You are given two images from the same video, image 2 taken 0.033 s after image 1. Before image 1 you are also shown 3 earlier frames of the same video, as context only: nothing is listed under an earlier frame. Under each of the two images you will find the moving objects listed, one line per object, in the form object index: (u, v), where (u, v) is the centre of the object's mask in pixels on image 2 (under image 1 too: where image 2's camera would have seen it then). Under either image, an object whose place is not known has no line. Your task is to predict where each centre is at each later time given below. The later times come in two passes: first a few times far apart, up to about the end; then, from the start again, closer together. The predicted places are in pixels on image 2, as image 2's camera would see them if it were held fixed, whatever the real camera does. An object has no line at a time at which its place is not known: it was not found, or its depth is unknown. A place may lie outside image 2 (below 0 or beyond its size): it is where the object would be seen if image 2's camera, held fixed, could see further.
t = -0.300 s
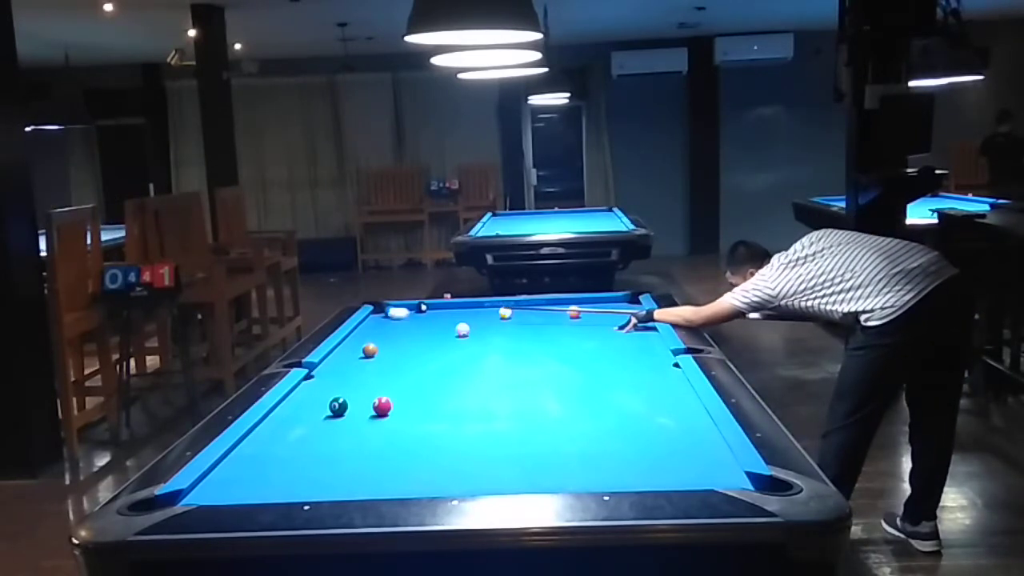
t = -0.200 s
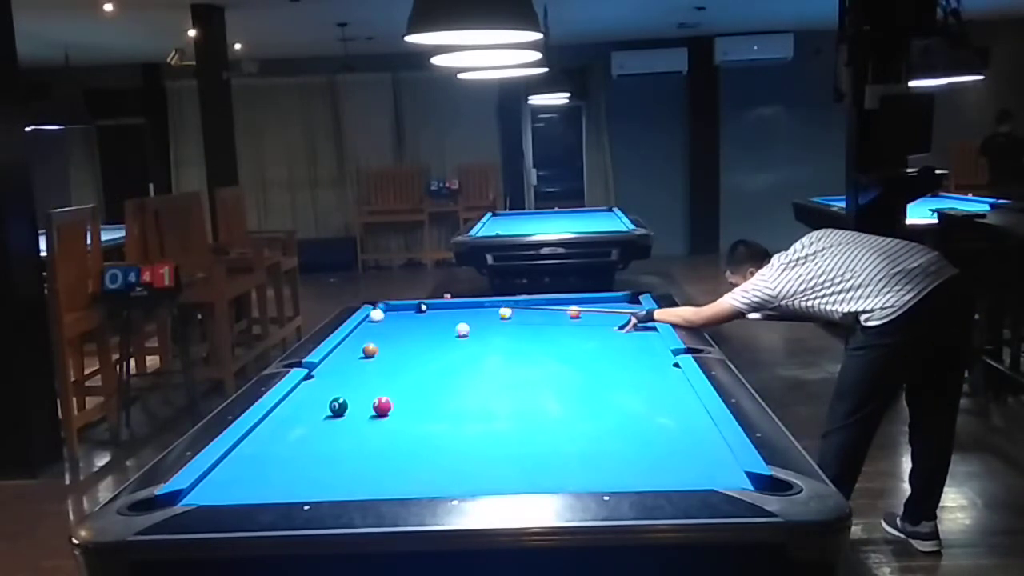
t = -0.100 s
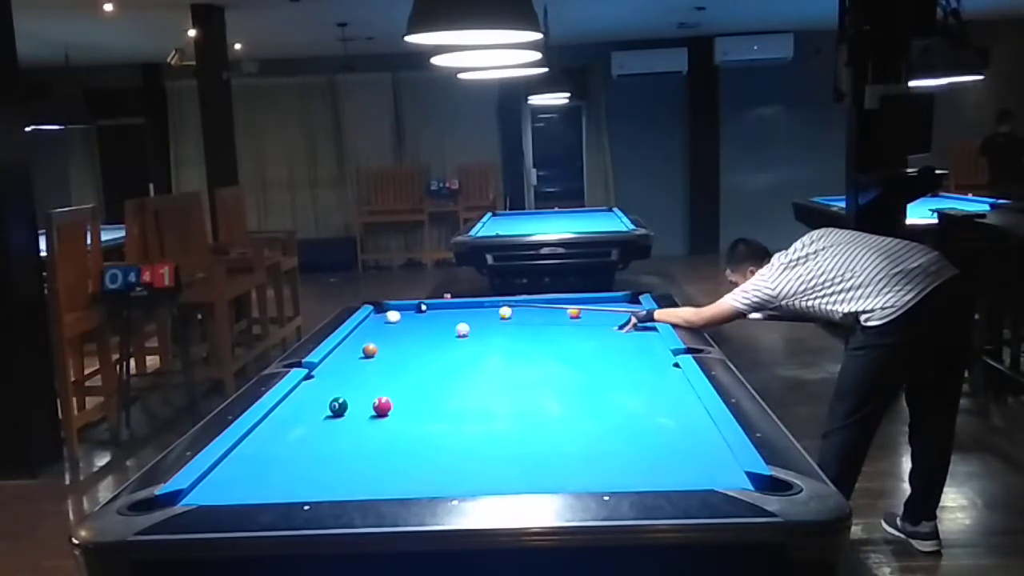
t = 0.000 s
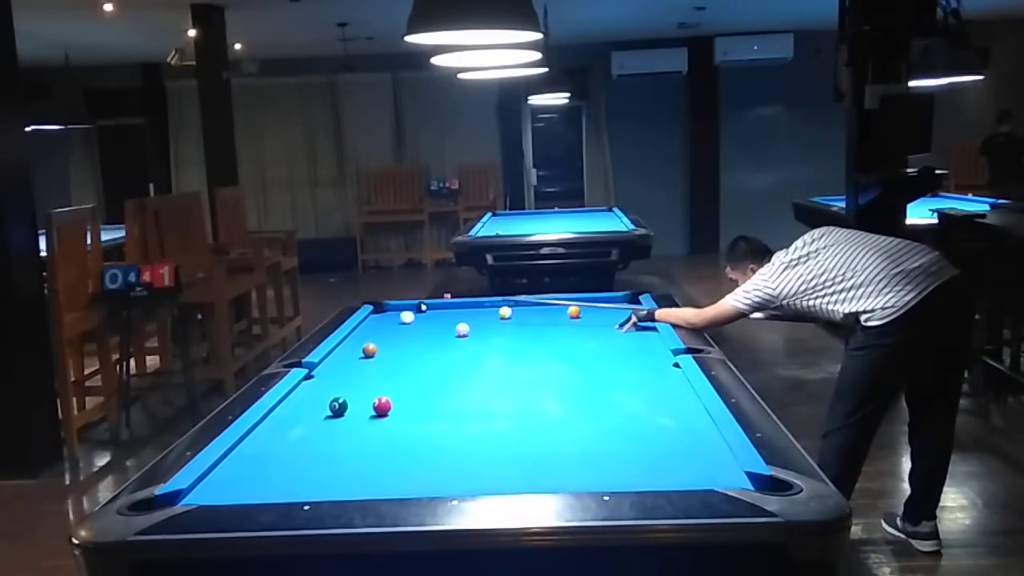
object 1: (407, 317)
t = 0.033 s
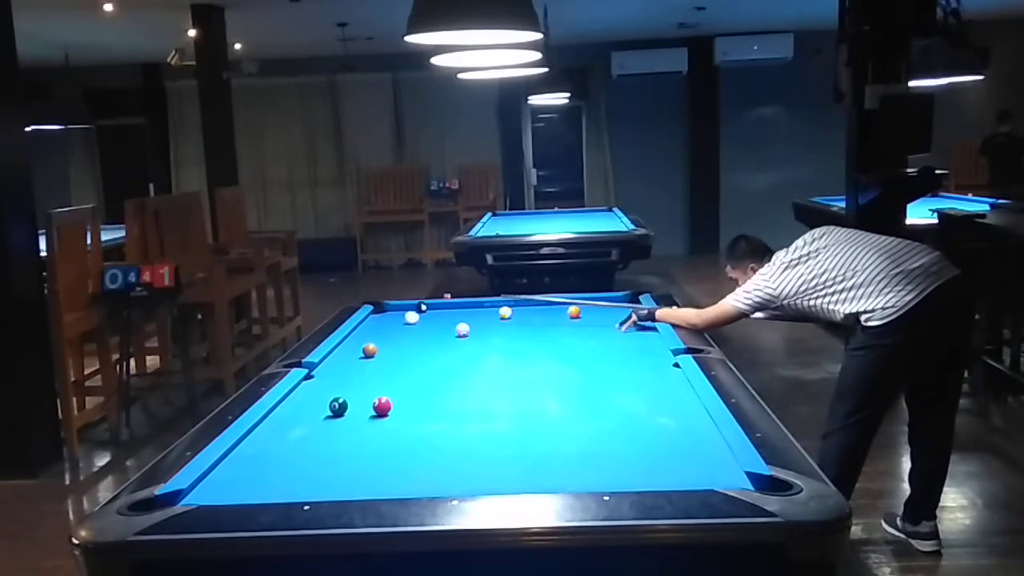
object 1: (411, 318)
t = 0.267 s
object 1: (444, 320)
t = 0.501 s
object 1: (478, 322)
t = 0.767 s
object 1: (516, 325)
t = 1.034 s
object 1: (555, 327)
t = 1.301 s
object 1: (595, 330)
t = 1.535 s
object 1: (629, 331)
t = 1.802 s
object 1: (644, 334)
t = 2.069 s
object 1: (628, 336)
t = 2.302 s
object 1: (614, 338)
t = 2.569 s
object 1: (600, 340)
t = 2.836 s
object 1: (587, 341)
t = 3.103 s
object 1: (576, 343)
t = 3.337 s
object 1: (567, 344)
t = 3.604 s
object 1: (558, 345)
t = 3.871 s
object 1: (550, 346)
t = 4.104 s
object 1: (545, 347)
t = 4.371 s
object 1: (539, 348)
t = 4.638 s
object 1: (536, 348)
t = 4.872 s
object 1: (533, 349)
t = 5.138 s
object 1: (532, 349)
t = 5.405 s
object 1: (532, 349)
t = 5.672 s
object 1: (531, 349)
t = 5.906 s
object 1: (531, 349)
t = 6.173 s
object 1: (532, 349)
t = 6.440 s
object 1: (532, 349)
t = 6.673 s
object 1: (532, 349)
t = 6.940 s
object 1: (532, 349)
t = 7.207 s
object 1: (532, 349)
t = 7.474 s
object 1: (532, 349)
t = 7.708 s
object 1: (532, 349)
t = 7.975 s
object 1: (532, 349)
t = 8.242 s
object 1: (532, 349)
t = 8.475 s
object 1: (532, 349)
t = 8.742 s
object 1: (532, 349)
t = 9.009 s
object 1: (532, 349)
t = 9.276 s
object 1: (532, 349)
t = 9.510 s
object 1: (532, 349)
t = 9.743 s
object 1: (532, 349)
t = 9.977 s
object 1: (532, 349)
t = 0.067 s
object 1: (416, 318)
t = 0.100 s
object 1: (421, 318)
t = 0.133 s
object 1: (425, 319)
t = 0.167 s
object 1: (430, 319)
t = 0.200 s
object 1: (435, 319)
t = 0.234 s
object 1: (439, 320)
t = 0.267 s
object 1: (444, 320)
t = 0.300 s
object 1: (449, 320)
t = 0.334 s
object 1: (453, 320)
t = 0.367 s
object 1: (458, 320)
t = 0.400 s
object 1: (464, 320)
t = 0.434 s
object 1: (469, 320)
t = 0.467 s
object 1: (474, 321)
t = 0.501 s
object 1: (478, 322)
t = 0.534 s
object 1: (483, 322)
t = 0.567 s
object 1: (488, 322)
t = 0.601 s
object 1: (492, 323)
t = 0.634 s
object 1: (497, 323)
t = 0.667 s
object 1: (502, 324)
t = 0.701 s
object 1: (507, 324)
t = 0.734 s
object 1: (512, 324)
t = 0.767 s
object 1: (516, 325)
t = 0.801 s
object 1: (521, 325)
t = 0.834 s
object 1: (526, 325)
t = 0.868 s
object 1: (531, 325)
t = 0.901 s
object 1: (536, 326)
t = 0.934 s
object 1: (541, 326)
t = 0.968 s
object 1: (546, 326)
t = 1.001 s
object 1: (551, 327)
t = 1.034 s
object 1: (555, 327)
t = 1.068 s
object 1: (560, 327)
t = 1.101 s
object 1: (565, 328)
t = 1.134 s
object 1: (570, 328)
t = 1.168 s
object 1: (575, 328)
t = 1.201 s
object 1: (580, 328)
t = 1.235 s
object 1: (585, 329)
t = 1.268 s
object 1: (590, 329)
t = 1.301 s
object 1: (595, 330)
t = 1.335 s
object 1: (600, 330)
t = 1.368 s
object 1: (605, 330)
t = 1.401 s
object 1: (609, 330)
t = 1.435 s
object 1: (614, 331)
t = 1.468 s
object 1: (619, 331)
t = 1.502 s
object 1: (624, 331)
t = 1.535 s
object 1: (629, 331)
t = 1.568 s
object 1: (634, 332)
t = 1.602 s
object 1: (639, 332)
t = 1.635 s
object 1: (644, 332)
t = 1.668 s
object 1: (649, 333)
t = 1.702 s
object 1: (651, 333)
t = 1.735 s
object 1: (649, 334)
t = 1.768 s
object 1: (647, 334)
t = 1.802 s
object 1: (644, 334)
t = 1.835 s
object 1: (642, 334)
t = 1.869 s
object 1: (640, 335)
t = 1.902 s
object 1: (638, 335)
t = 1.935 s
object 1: (636, 335)
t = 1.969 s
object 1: (634, 336)
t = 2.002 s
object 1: (632, 336)
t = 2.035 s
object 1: (630, 336)
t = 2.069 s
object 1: (628, 336)
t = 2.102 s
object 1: (626, 336)
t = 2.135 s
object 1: (624, 336)
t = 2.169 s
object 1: (622, 337)
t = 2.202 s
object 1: (620, 337)
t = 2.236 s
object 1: (618, 337)
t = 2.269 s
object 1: (616, 338)
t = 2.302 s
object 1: (614, 338)
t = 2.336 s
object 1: (612, 338)
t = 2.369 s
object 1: (611, 339)
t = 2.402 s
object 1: (609, 339)
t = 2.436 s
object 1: (607, 339)
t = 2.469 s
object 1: (605, 339)
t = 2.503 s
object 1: (603, 339)
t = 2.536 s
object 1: (602, 340)
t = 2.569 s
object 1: (600, 340)
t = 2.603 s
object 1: (598, 340)
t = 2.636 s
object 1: (597, 340)
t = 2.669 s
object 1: (595, 340)
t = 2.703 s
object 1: (593, 341)
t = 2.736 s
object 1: (592, 341)
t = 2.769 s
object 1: (590, 341)
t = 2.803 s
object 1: (589, 341)
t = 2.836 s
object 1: (587, 341)
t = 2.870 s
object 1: (586, 342)
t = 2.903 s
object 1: (584, 342)
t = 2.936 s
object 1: (582, 342)
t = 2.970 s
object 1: (581, 342)
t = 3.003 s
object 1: (580, 342)
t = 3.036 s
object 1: (578, 342)
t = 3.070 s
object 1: (577, 343)
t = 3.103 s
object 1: (576, 343)
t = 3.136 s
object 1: (574, 343)
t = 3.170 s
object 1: (573, 343)
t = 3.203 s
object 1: (572, 344)
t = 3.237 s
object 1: (570, 344)
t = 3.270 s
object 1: (569, 344)
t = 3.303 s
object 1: (568, 344)
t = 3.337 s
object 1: (567, 344)
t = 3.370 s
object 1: (565, 344)
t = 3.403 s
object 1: (564, 345)
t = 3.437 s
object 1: (563, 345)
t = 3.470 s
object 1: (562, 345)
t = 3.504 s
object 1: (561, 345)
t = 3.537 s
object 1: (560, 345)
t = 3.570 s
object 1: (559, 345)
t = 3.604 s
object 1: (558, 345)
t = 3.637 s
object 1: (557, 345)
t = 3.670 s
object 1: (556, 346)
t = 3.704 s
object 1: (555, 346)
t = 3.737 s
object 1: (554, 346)
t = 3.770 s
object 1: (553, 346)
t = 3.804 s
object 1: (552, 346)
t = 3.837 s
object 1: (551, 346)
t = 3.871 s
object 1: (550, 346)
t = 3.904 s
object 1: (549, 346)
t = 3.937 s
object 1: (549, 347)
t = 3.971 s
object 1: (548, 347)
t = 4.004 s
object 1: (547, 347)
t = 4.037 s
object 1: (546, 347)
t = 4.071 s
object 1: (545, 347)
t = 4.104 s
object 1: (545, 347)
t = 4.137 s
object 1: (544, 347)
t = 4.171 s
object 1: (543, 347)
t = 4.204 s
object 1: (543, 348)
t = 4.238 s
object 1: (542, 348)
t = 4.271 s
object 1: (541, 348)
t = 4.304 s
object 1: (541, 348)
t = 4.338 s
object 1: (540, 348)
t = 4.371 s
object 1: (539, 348)
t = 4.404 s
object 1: (539, 348)
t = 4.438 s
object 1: (538, 348)
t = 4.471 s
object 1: (538, 348)
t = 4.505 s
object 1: (537, 348)
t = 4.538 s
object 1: (537, 348)
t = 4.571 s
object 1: (536, 348)
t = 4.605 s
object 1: (536, 348)
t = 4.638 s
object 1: (536, 348)
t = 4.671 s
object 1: (535, 348)
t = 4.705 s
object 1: (535, 348)
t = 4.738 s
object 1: (534, 348)
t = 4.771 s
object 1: (534, 349)
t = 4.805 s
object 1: (534, 349)
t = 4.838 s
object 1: (533, 349)
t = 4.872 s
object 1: (533, 349)
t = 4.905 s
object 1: (533, 349)
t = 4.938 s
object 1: (533, 349)
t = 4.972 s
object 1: (533, 349)
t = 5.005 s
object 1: (532, 349)
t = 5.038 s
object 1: (532, 349)
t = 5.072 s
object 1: (532, 349)
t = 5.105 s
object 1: (532, 349)
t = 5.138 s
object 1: (532, 349)
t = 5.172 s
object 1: (532, 349)
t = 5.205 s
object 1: (532, 349)
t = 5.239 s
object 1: (532, 349)
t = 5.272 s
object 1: (532, 349)
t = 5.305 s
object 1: (531, 349)
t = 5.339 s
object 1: (531, 349)
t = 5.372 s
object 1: (532, 349)
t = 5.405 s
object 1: (532, 349)
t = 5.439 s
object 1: (532, 349)
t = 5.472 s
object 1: (532, 349)
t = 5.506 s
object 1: (531, 349)
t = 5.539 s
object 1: (531, 349)
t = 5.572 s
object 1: (531, 349)
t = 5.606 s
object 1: (531, 349)
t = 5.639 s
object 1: (531, 349)
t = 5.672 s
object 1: (531, 349)
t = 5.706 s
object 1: (531, 349)
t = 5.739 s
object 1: (531, 349)
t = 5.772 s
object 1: (531, 349)
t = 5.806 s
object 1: (531, 349)
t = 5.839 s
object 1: (531, 349)
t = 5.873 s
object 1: (531, 349)
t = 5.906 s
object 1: (531, 349)
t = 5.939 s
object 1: (531, 349)
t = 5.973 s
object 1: (531, 349)
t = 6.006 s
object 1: (532, 349)
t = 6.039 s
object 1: (532, 349)
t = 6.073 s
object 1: (532, 349)
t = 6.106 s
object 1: (532, 349)
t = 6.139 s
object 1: (532, 349)
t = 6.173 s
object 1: (532, 349)
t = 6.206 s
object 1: (532, 349)
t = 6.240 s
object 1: (532, 349)
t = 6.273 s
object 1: (532, 349)
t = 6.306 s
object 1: (532, 349)
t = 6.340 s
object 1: (532, 349)
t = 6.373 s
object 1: (532, 349)
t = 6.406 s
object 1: (532, 349)
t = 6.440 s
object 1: (532, 349)
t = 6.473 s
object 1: (532, 349)
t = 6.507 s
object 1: (532, 349)
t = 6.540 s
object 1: (532, 349)
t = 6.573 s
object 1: (532, 349)
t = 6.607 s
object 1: (532, 349)
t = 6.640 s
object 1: (532, 349)
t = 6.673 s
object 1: (532, 349)
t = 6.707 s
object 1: (532, 349)
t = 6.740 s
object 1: (532, 349)
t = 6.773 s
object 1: (532, 349)
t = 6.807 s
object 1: (532, 349)
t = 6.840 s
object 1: (532, 349)
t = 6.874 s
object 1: (532, 349)
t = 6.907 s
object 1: (532, 349)
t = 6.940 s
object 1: (532, 349)
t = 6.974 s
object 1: (532, 349)
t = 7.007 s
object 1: (532, 349)
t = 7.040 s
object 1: (532, 349)
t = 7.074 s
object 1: (532, 349)
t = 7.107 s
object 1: (532, 349)
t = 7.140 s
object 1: (532, 349)
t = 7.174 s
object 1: (532, 349)
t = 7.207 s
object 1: (532, 349)
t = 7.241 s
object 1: (532, 349)
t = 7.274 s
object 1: (532, 349)
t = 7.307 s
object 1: (532, 349)
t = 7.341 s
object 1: (532, 349)
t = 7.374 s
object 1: (532, 349)
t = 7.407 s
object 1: (532, 349)
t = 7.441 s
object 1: (532, 349)
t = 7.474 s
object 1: (532, 349)
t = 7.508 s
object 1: (532, 349)
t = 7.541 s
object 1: (532, 349)
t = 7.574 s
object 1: (532, 349)
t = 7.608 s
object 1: (532, 349)
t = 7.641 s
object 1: (532, 349)
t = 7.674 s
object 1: (532, 349)
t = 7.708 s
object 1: (532, 349)
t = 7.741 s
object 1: (532, 349)
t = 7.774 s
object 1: (532, 349)
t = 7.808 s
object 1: (532, 349)
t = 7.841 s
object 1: (532, 349)
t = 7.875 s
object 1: (532, 349)
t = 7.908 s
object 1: (532, 349)
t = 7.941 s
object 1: (532, 349)
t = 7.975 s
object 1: (532, 349)
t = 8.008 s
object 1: (532, 349)
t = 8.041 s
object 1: (532, 349)
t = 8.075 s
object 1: (532, 349)
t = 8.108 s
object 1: (532, 349)
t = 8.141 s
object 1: (532, 349)
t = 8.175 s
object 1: (532, 349)
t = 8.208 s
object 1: (532, 349)
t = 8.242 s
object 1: (532, 349)
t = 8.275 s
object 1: (532, 349)
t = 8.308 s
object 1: (532, 349)
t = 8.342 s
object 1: (532, 349)
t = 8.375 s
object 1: (532, 349)
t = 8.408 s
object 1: (532, 349)
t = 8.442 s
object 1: (532, 349)
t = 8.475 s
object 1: (532, 349)
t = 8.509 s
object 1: (532, 349)
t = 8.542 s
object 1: (532, 349)
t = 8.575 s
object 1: (532, 349)
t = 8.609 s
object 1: (532, 349)
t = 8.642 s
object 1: (532, 349)
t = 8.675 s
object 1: (532, 349)
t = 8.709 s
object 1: (532, 349)
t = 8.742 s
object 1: (532, 349)
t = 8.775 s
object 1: (532, 349)
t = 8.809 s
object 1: (531, 349)
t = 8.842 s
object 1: (532, 349)
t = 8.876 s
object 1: (531, 349)
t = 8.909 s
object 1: (532, 349)
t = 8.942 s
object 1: (531, 349)
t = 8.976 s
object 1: (532, 349)
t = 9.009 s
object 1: (532, 349)
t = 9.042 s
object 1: (532, 349)
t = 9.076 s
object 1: (532, 349)
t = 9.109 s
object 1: (532, 349)
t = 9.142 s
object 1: (532, 349)
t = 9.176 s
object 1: (532, 349)
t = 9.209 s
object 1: (532, 349)
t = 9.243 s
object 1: (532, 349)
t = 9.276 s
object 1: (532, 349)
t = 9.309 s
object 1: (532, 349)
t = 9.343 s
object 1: (532, 349)
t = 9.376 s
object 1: (532, 349)
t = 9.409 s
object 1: (532, 349)
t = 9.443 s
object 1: (532, 349)
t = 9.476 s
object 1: (532, 349)
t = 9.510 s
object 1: (532, 349)
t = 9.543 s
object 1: (532, 349)
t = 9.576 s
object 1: (532, 349)
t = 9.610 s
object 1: (532, 349)
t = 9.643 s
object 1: (532, 349)
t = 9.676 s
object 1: (532, 349)
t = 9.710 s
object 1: (532, 349)
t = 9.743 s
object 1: (532, 349)
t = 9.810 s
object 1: (532, 349)
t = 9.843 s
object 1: (532, 349)
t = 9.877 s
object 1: (532, 349)
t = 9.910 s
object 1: (532, 349)
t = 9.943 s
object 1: (532, 349)
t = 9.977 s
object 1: (532, 349)
